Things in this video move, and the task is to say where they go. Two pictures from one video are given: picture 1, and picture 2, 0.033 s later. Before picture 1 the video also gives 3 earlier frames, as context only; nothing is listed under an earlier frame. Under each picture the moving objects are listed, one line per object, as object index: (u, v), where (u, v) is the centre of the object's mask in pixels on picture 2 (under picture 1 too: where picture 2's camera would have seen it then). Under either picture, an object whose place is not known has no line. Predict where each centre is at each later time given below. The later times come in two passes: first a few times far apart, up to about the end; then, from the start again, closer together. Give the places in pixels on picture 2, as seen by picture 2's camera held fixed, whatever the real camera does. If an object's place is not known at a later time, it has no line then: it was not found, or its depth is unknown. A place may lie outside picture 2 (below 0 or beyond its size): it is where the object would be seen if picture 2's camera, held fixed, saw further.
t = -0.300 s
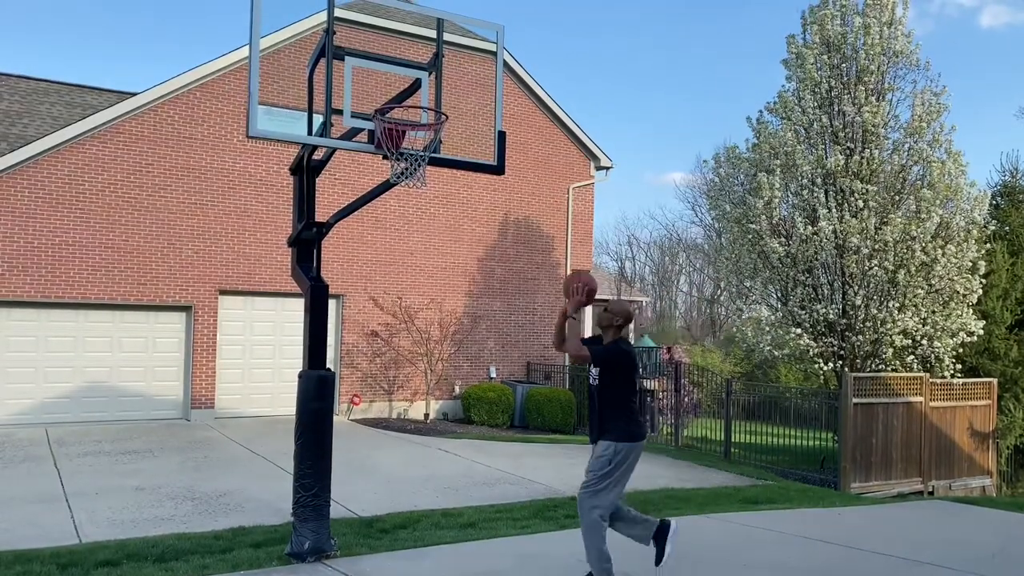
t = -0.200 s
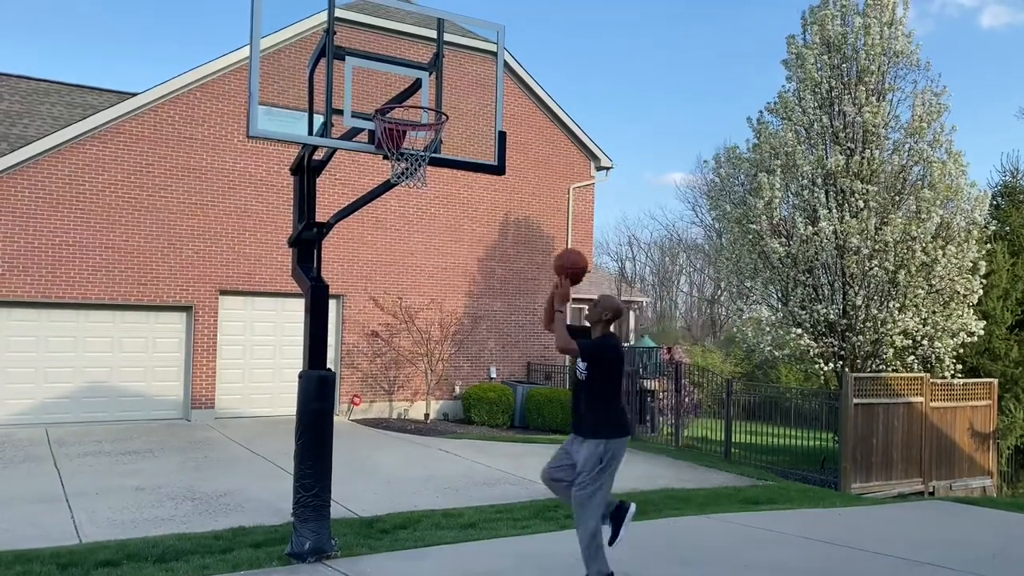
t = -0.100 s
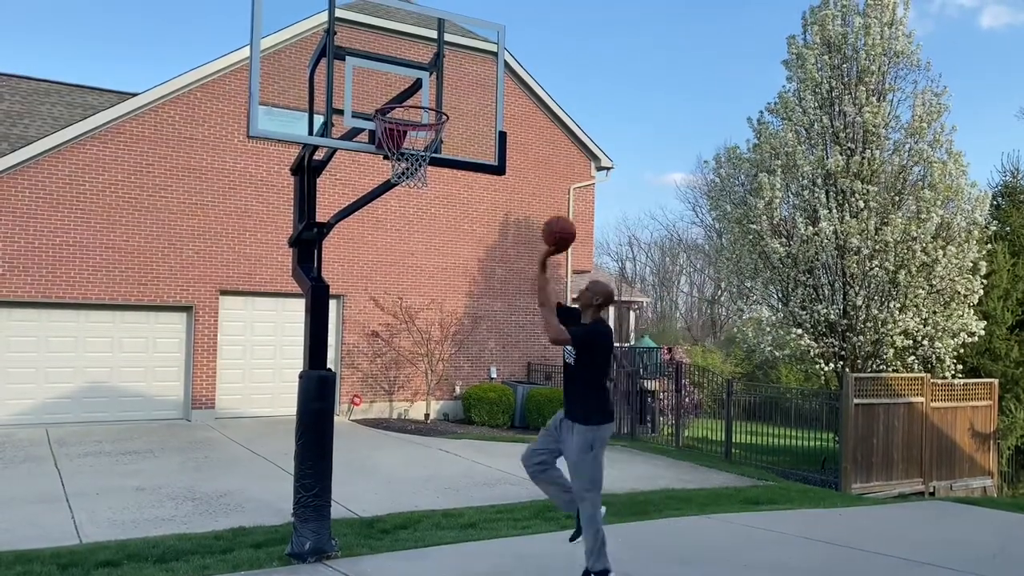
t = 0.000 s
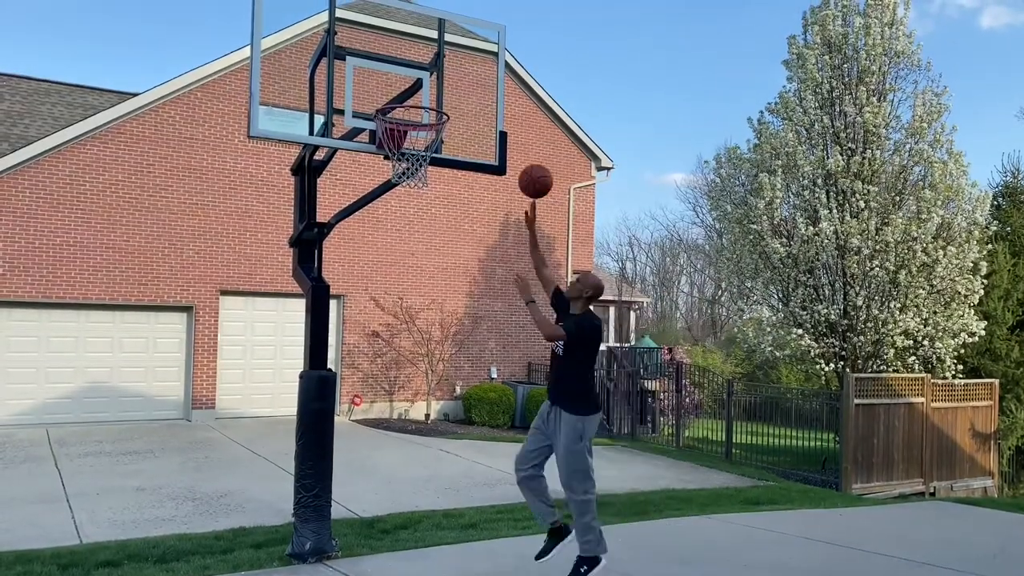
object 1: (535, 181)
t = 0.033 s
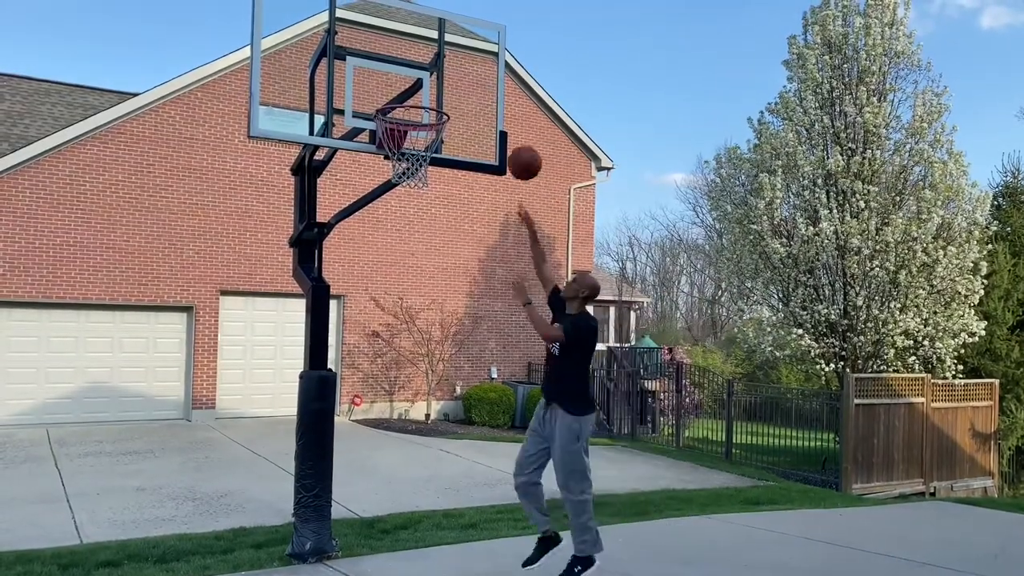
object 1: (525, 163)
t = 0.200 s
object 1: (469, 95)
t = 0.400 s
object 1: (439, 71)
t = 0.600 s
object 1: (424, 105)
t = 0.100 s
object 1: (503, 131)
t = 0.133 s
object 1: (491, 117)
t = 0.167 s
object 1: (480, 105)
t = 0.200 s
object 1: (469, 95)
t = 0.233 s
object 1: (464, 90)
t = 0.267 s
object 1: (454, 82)
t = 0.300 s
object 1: (444, 75)
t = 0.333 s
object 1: (443, 72)
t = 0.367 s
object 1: (441, 72)
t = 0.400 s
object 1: (439, 71)
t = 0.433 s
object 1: (437, 72)
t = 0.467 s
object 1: (434, 75)
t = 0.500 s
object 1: (432, 80)
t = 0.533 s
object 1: (429, 86)
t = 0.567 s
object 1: (426, 93)
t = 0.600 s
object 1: (424, 105)
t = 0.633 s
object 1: (421, 116)
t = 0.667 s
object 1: (420, 128)
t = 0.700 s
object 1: (416, 139)
